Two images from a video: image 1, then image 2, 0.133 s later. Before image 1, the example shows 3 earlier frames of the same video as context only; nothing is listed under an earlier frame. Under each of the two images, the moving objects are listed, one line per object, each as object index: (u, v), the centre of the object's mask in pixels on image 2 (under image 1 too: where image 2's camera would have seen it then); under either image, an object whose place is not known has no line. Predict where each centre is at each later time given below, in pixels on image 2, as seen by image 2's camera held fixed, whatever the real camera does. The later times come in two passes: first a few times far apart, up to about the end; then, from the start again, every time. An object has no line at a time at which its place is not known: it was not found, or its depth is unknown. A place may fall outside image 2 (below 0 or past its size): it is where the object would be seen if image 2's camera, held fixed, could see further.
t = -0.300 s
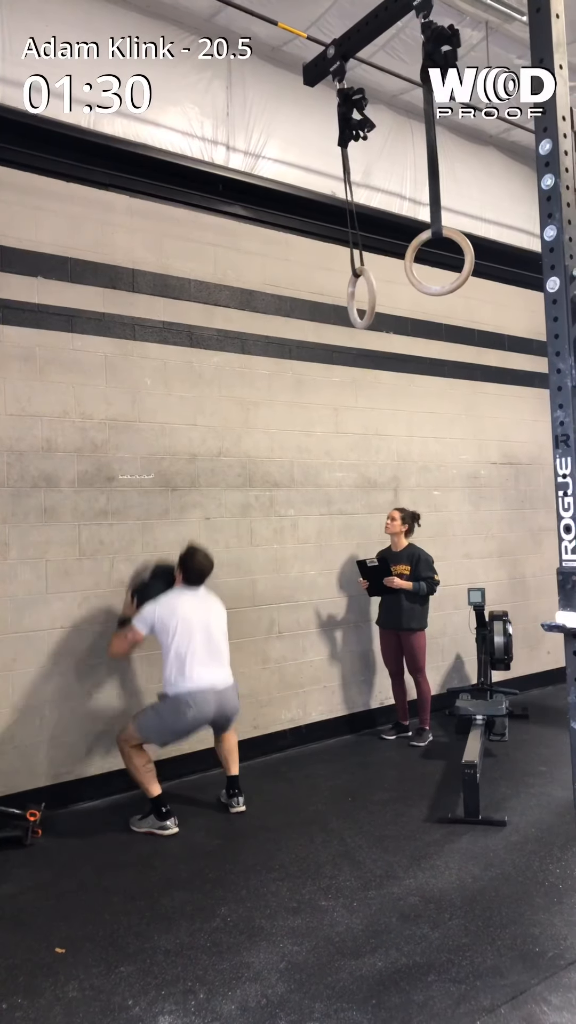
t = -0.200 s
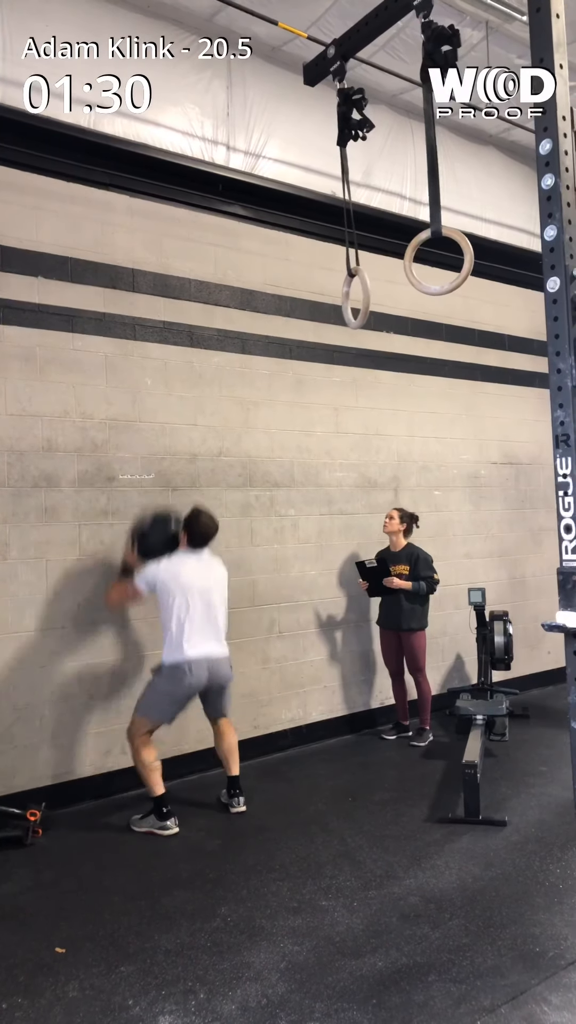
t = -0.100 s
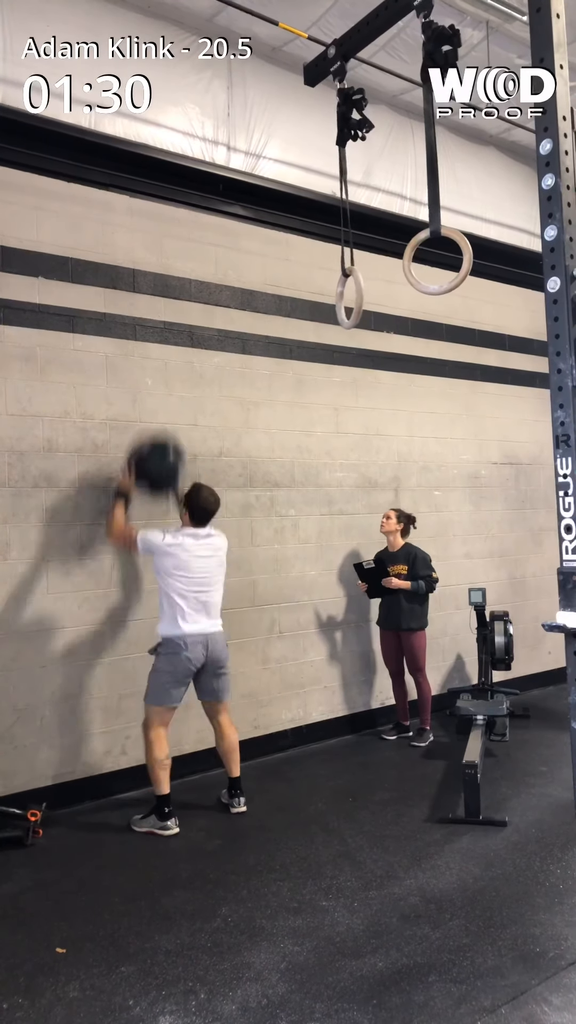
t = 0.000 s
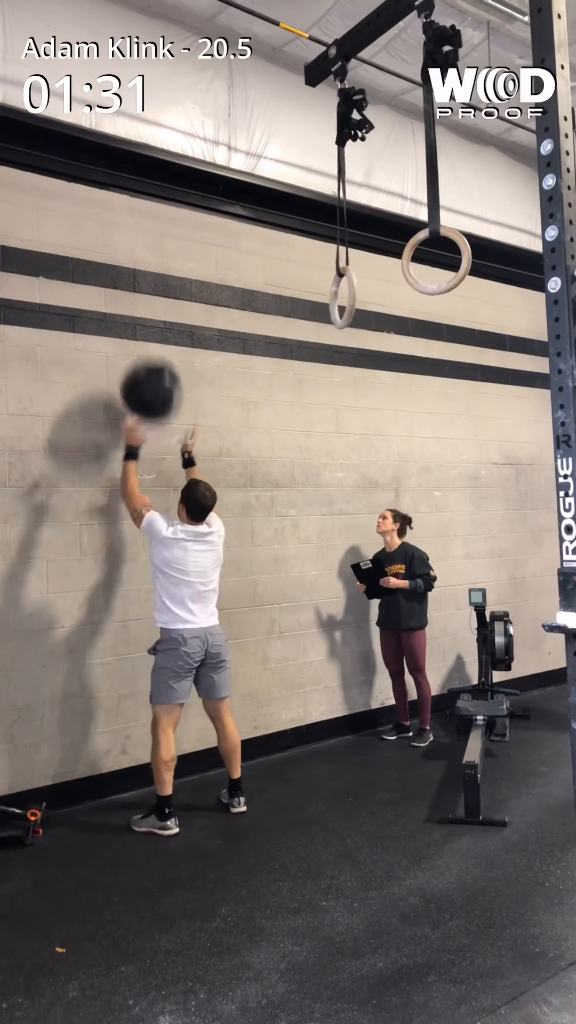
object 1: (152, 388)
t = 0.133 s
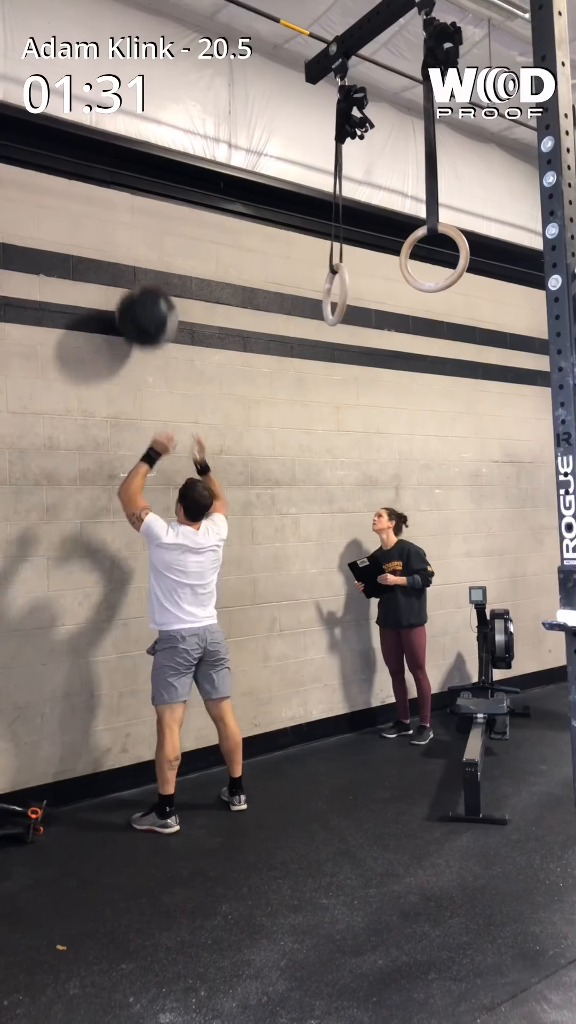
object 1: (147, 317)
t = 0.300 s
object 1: (141, 269)
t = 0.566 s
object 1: (145, 281)
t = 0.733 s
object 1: (151, 347)
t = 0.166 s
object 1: (145, 305)
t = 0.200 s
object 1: (144, 292)
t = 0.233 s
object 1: (143, 283)
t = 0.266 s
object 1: (142, 275)
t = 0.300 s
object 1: (141, 269)
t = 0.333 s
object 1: (141, 265)
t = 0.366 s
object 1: (140, 263)
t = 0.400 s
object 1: (140, 263)
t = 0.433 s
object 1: (141, 263)
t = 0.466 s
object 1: (141, 265)
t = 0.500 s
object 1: (143, 269)
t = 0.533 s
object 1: (143, 274)
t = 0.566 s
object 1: (145, 281)
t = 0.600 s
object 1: (146, 290)
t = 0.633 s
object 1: (146, 303)
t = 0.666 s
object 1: (149, 314)
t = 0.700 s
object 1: (149, 327)
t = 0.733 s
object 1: (151, 347)
